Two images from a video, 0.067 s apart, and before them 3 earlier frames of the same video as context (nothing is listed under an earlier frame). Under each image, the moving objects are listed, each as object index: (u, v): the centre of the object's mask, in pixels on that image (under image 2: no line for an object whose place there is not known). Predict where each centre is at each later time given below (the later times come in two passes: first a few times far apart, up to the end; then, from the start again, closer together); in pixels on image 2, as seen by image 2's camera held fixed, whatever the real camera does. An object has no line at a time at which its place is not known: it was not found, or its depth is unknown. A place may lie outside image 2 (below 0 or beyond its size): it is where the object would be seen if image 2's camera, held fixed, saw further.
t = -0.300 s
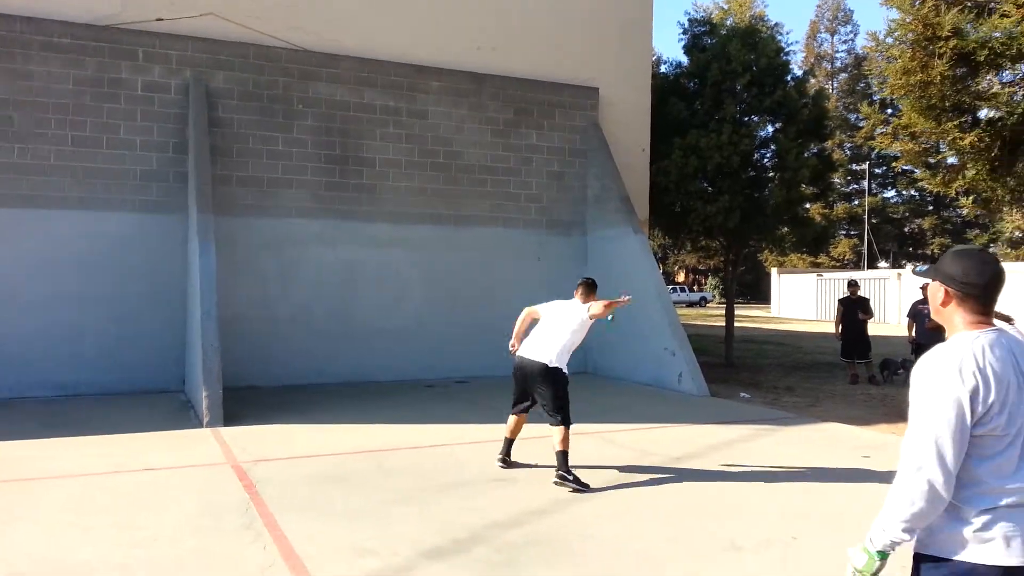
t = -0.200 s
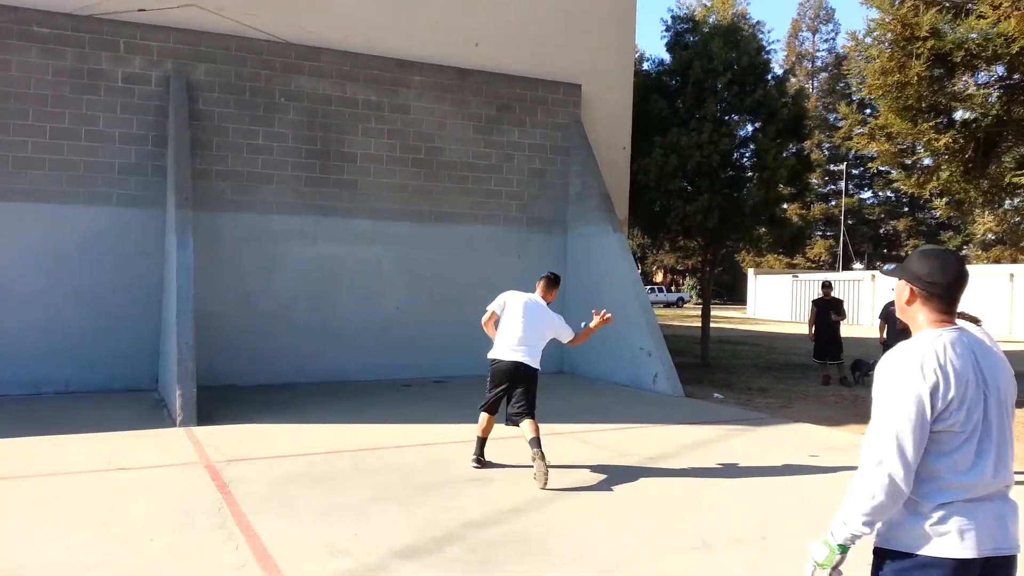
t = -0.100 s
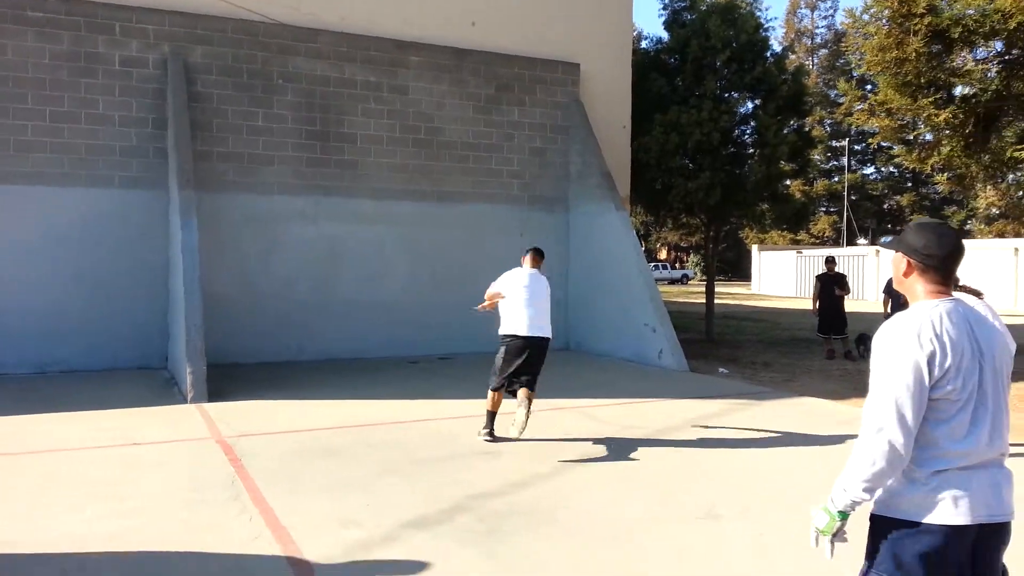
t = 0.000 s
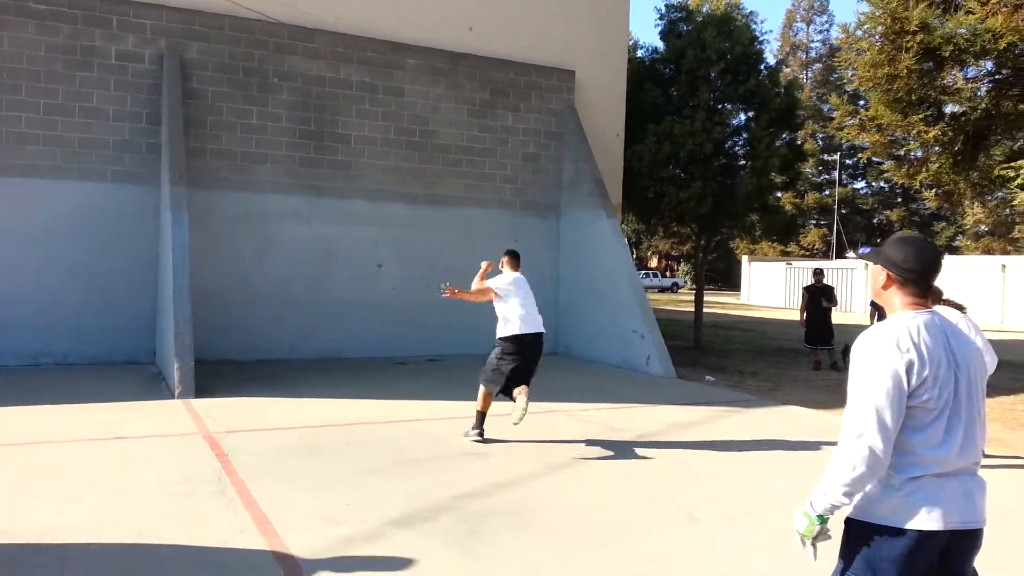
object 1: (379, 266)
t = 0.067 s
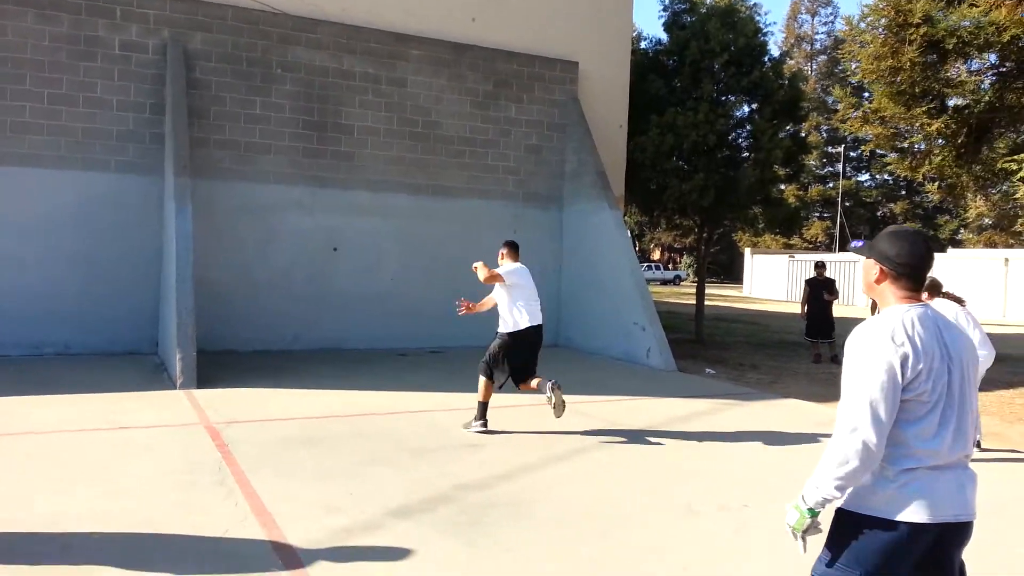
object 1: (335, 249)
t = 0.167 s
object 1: (341, 249)
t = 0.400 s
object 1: (362, 287)
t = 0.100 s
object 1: (334, 248)
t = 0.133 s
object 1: (336, 249)
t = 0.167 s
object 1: (341, 249)
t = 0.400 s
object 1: (362, 287)
